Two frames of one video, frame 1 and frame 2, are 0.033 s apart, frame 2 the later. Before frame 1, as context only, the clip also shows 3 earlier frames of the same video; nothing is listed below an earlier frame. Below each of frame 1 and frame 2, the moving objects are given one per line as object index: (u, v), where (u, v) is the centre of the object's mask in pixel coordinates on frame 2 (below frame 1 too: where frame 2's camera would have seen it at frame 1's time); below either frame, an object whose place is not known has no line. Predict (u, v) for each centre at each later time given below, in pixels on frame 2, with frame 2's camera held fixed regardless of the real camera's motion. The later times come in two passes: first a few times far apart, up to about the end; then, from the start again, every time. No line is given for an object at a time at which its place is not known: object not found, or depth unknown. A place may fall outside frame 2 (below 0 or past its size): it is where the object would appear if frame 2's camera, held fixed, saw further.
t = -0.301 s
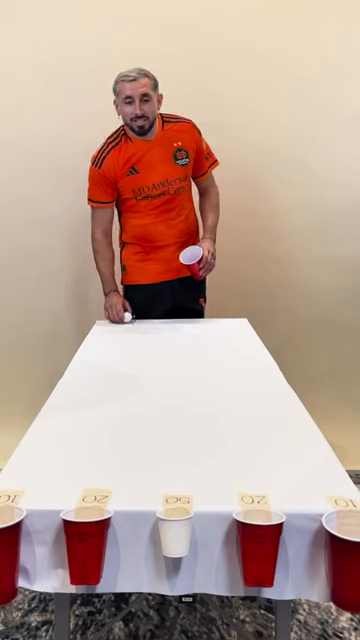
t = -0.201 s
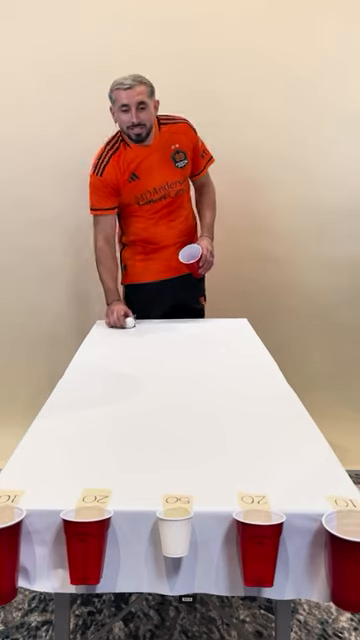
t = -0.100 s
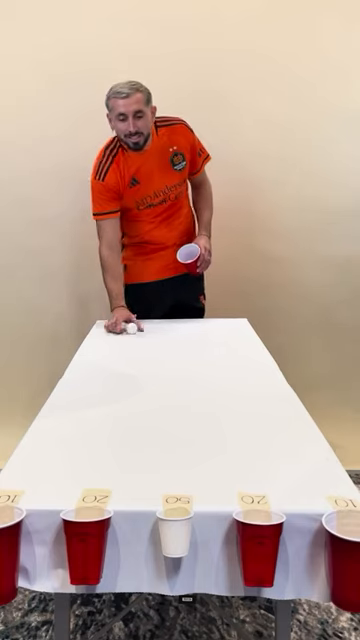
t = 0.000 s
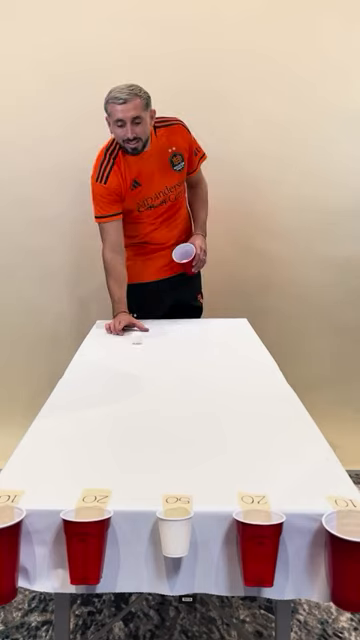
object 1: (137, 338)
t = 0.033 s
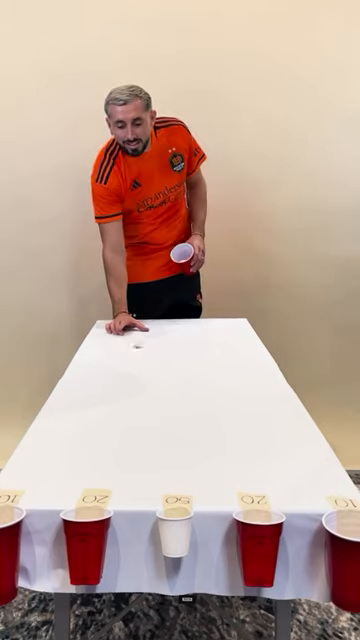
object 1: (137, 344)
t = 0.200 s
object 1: (142, 364)
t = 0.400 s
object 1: (143, 389)
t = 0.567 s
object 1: (140, 423)
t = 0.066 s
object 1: (139, 345)
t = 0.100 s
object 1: (140, 352)
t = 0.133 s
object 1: (142, 356)
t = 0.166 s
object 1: (143, 360)
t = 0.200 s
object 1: (142, 364)
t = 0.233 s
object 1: (143, 368)
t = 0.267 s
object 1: (143, 371)
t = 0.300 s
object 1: (143, 376)
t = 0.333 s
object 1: (143, 383)
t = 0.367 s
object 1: (142, 387)
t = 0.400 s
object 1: (143, 389)
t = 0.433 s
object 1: (142, 392)
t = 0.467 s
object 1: (143, 396)
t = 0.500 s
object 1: (141, 412)
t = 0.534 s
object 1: (140, 416)
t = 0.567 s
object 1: (140, 423)
